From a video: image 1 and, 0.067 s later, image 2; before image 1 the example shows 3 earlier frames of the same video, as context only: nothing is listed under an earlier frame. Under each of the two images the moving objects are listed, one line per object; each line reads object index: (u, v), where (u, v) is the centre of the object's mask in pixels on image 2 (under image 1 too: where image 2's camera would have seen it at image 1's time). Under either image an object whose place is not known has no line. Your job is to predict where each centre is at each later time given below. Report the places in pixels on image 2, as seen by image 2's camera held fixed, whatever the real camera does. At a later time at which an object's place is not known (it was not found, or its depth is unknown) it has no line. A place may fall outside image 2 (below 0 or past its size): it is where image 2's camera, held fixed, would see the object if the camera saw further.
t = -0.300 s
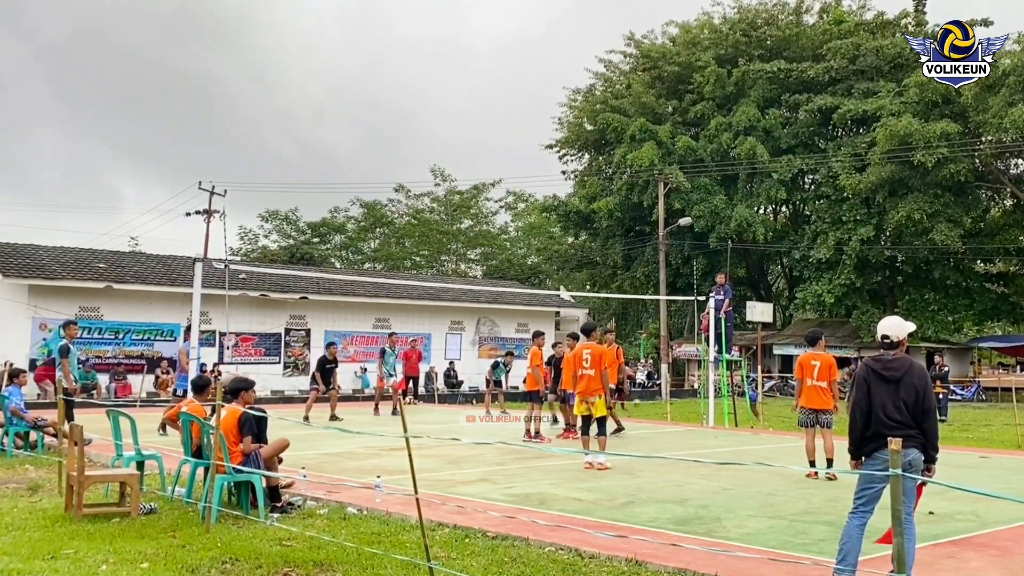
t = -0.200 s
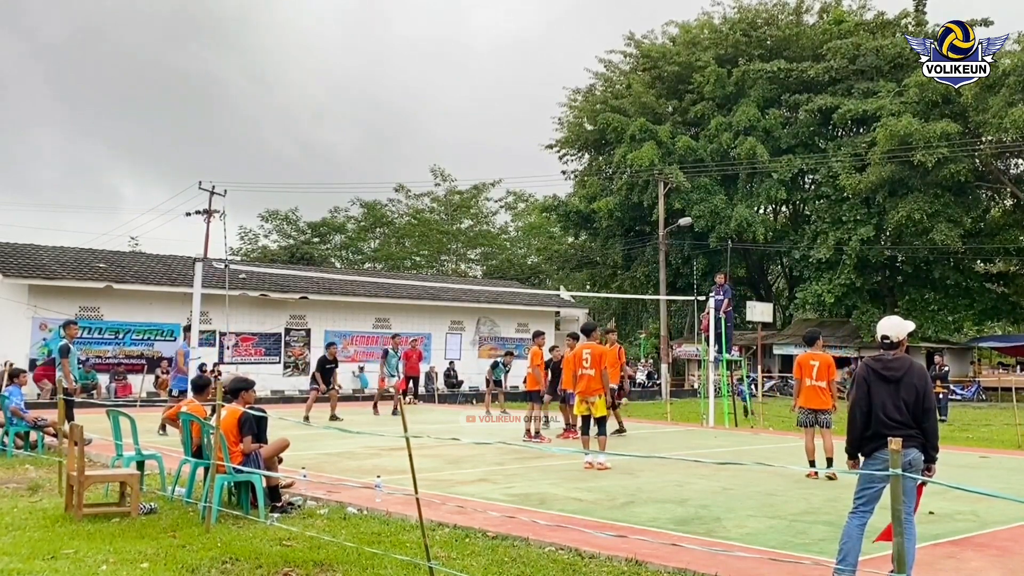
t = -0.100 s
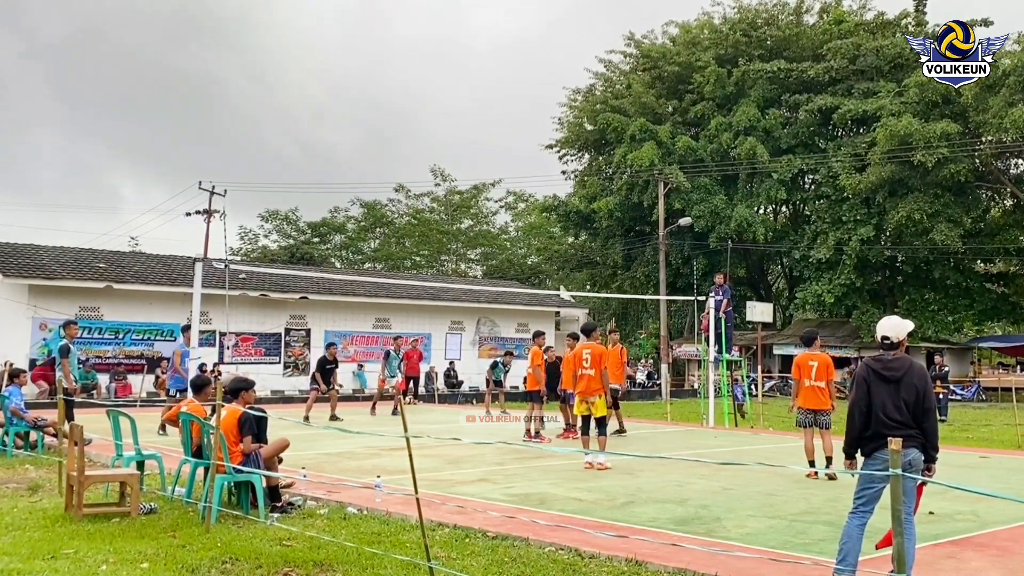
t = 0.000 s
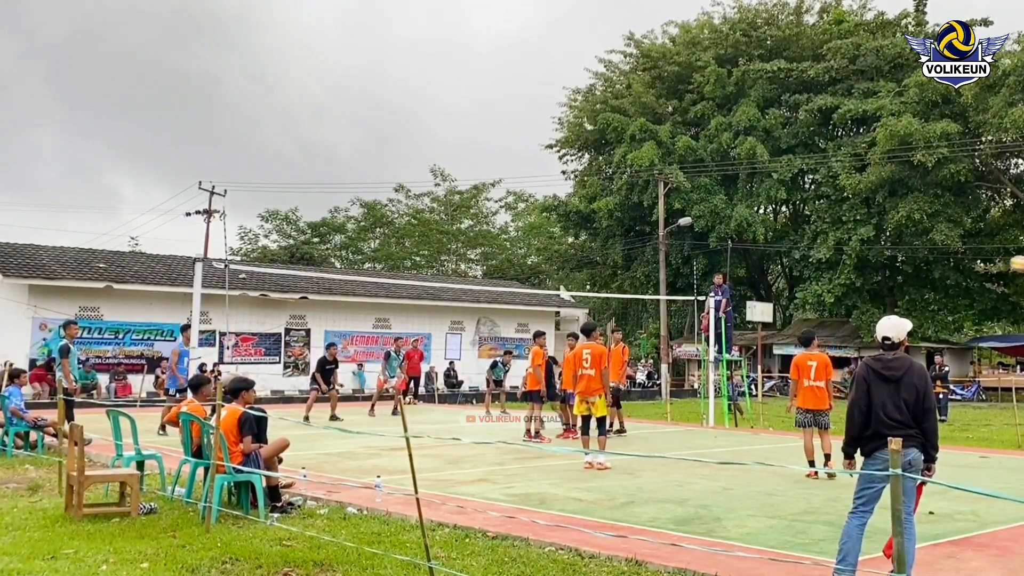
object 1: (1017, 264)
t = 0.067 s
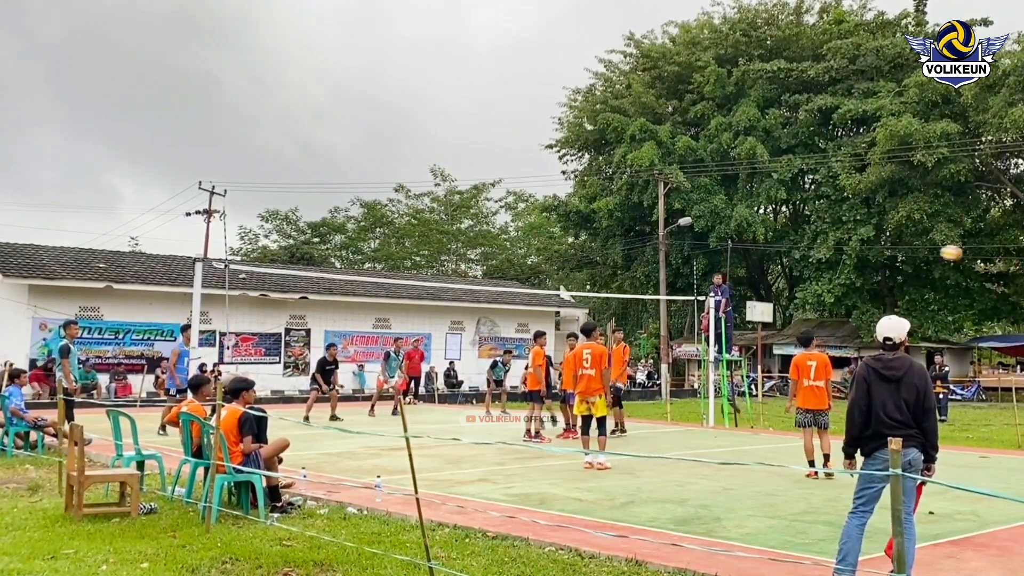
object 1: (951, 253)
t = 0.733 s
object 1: (454, 295)
